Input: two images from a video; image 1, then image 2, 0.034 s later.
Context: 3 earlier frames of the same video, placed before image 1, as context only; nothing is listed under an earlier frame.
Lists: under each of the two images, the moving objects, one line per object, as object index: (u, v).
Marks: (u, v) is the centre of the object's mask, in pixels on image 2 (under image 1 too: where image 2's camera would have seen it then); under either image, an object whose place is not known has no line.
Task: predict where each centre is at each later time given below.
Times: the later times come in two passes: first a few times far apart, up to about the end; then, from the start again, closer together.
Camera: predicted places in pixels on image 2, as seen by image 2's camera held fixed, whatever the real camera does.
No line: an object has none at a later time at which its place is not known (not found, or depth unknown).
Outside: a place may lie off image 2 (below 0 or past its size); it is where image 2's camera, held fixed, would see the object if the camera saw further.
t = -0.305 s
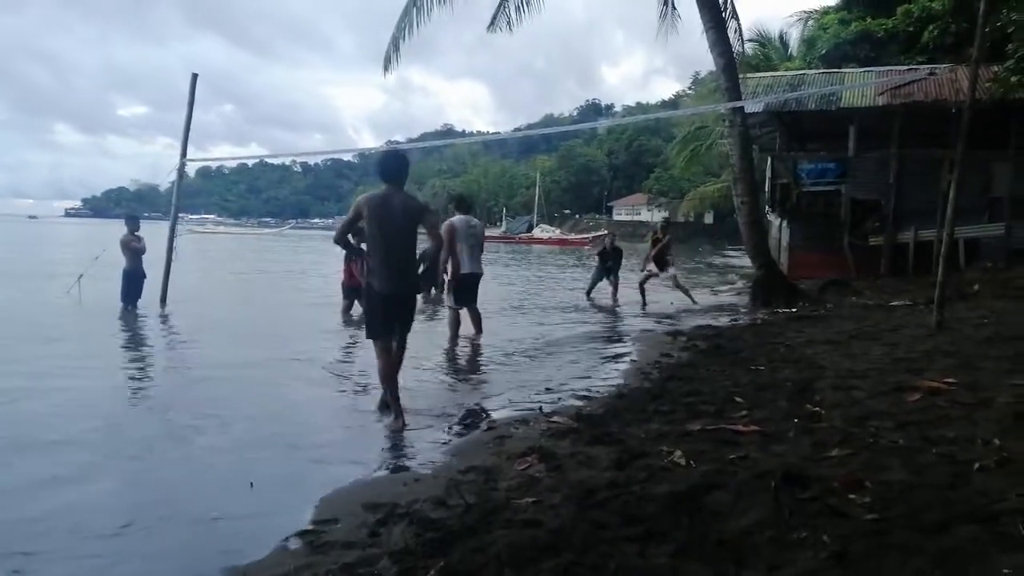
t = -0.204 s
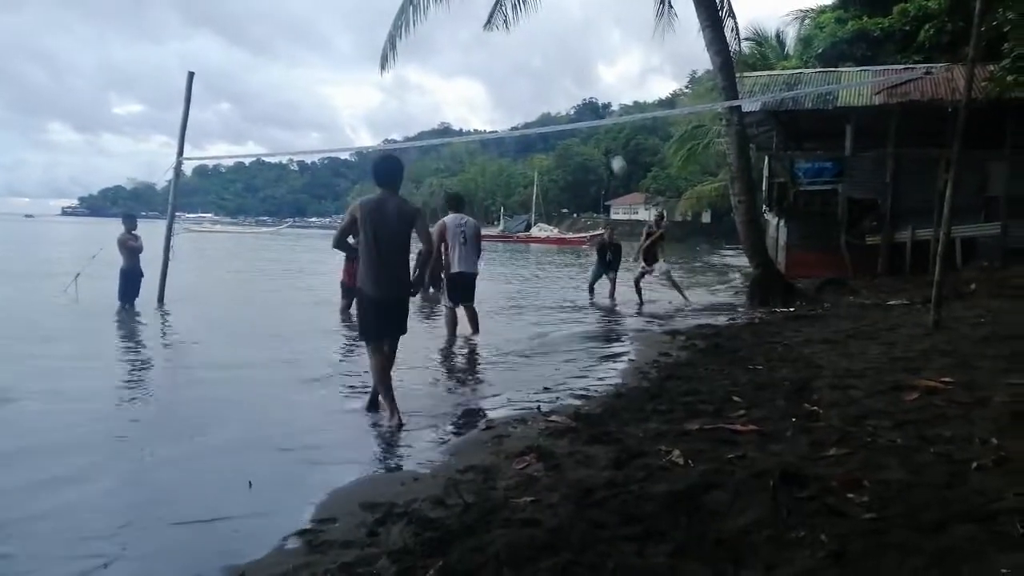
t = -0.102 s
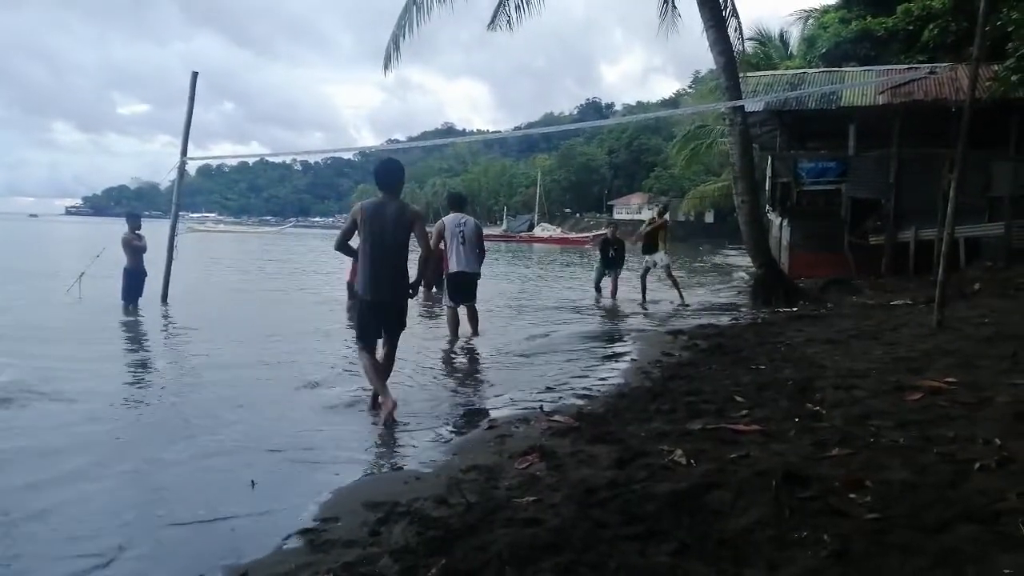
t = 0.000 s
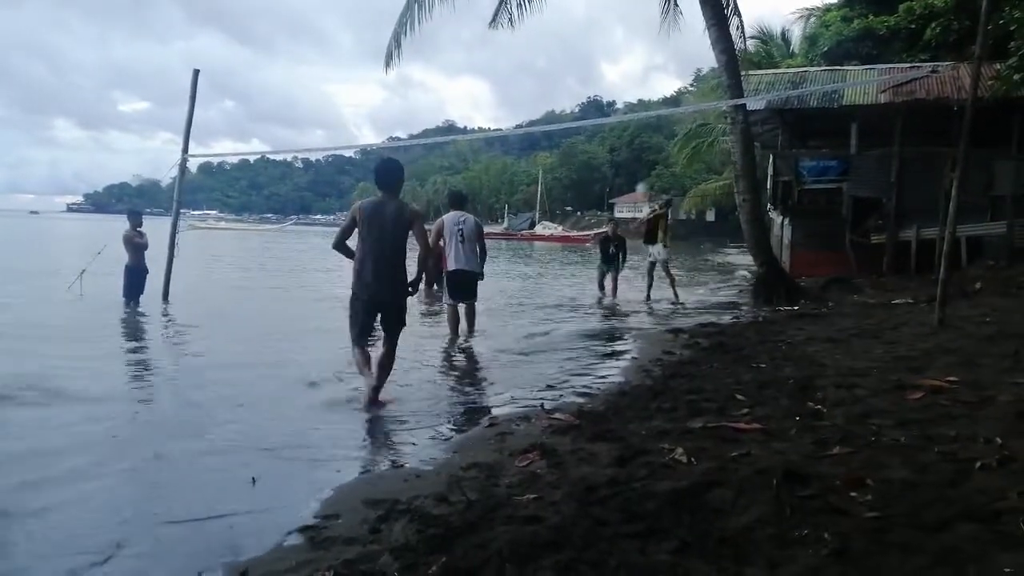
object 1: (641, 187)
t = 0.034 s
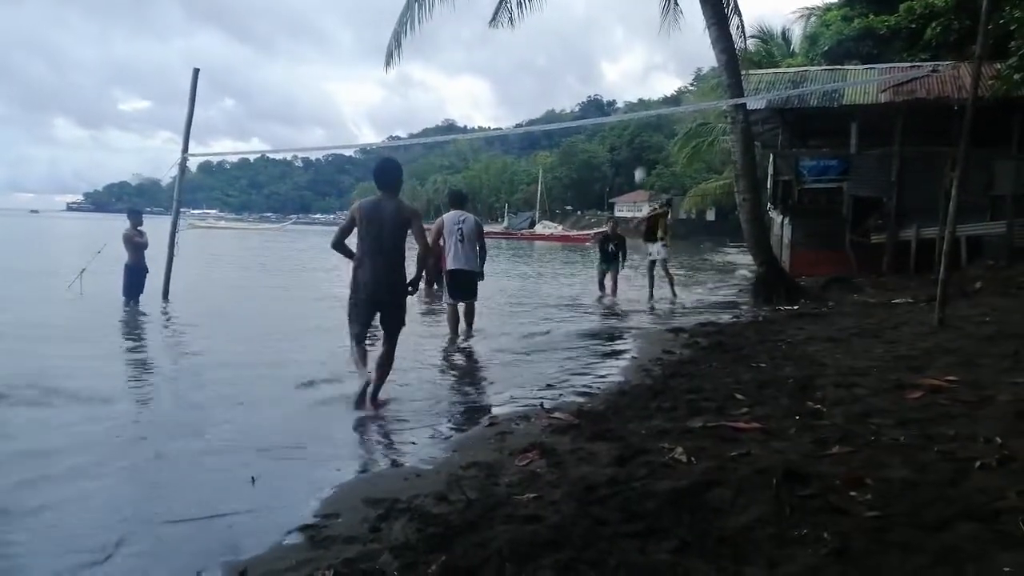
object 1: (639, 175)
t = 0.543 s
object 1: (614, 40)
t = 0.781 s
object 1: (599, 31)
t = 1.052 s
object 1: (580, 65)
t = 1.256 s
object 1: (563, 117)
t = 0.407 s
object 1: (622, 60)
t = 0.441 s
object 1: (620, 54)
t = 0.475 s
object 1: (618, 48)
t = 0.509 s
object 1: (616, 43)
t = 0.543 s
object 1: (614, 40)
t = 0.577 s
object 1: (612, 36)
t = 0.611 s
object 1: (611, 33)
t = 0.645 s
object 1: (608, 31)
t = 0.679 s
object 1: (606, 30)
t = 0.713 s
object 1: (604, 29)
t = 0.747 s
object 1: (601, 29)
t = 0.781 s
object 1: (599, 31)
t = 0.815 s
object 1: (597, 32)
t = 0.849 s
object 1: (594, 34)
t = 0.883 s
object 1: (592, 38)
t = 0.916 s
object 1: (590, 42)
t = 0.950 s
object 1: (588, 46)
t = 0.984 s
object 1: (585, 52)
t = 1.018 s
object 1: (583, 58)
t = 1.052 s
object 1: (580, 65)
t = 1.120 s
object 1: (575, 81)
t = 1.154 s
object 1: (572, 90)
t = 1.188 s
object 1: (570, 100)
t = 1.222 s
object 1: (566, 109)
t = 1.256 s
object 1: (563, 117)
